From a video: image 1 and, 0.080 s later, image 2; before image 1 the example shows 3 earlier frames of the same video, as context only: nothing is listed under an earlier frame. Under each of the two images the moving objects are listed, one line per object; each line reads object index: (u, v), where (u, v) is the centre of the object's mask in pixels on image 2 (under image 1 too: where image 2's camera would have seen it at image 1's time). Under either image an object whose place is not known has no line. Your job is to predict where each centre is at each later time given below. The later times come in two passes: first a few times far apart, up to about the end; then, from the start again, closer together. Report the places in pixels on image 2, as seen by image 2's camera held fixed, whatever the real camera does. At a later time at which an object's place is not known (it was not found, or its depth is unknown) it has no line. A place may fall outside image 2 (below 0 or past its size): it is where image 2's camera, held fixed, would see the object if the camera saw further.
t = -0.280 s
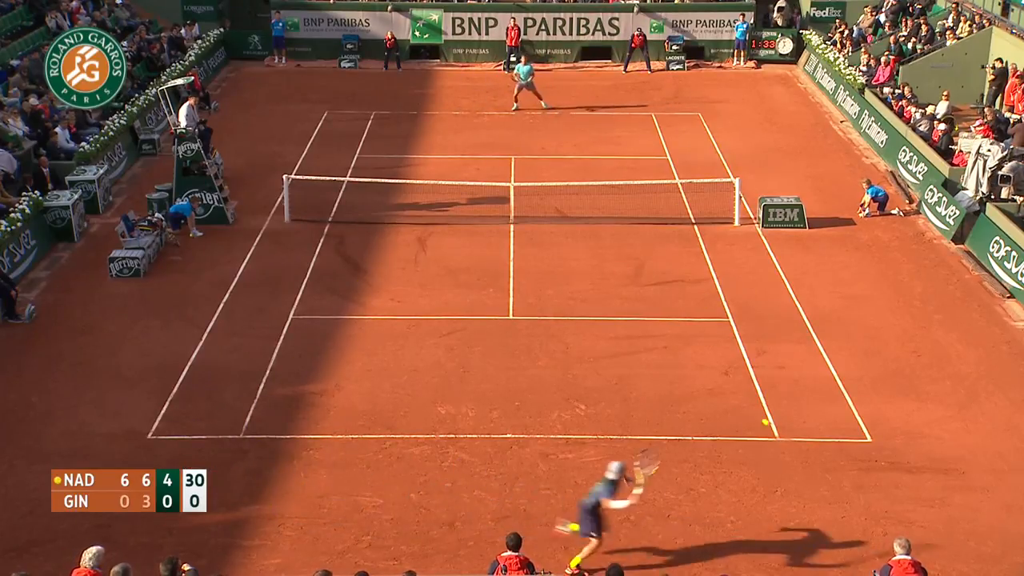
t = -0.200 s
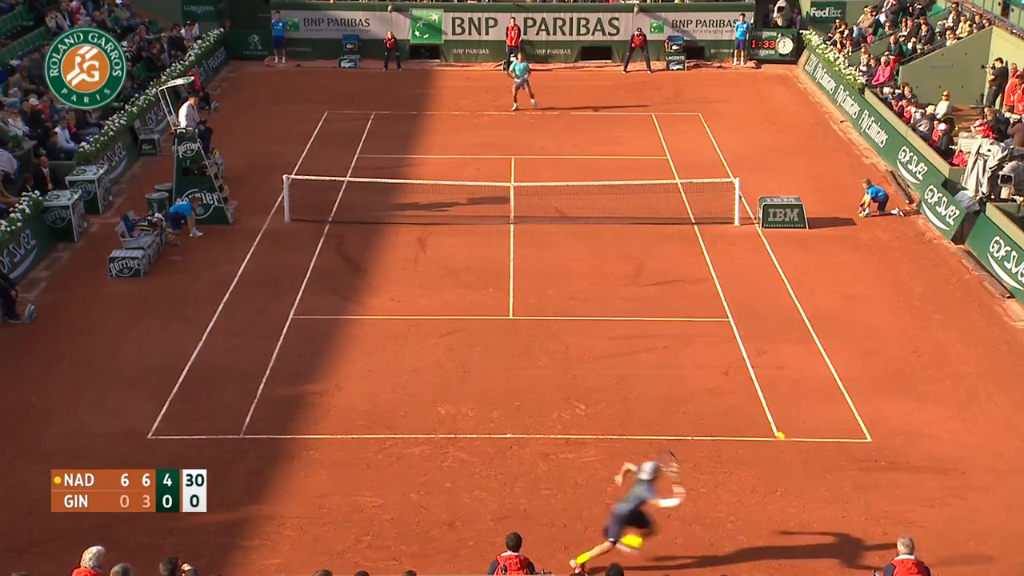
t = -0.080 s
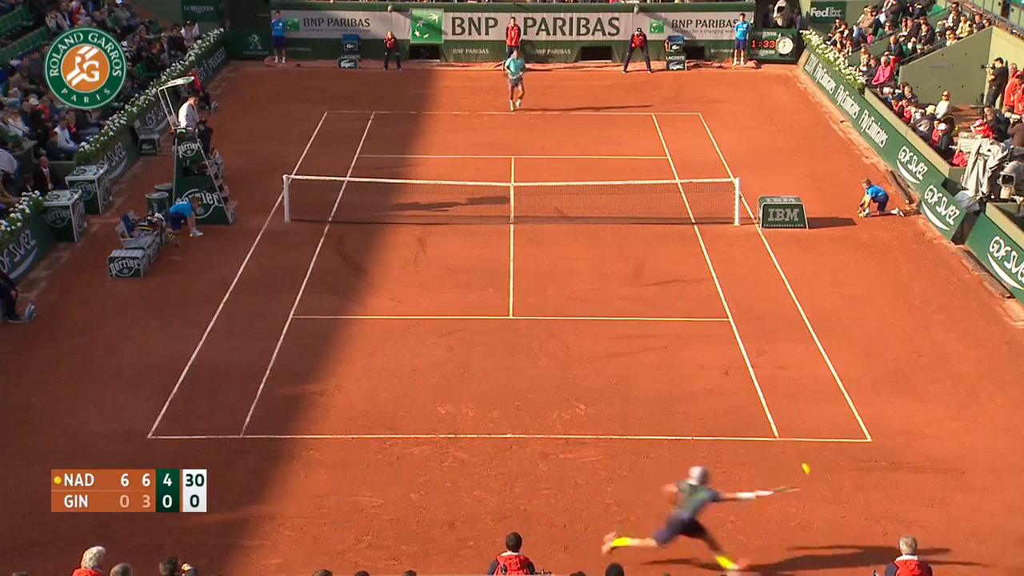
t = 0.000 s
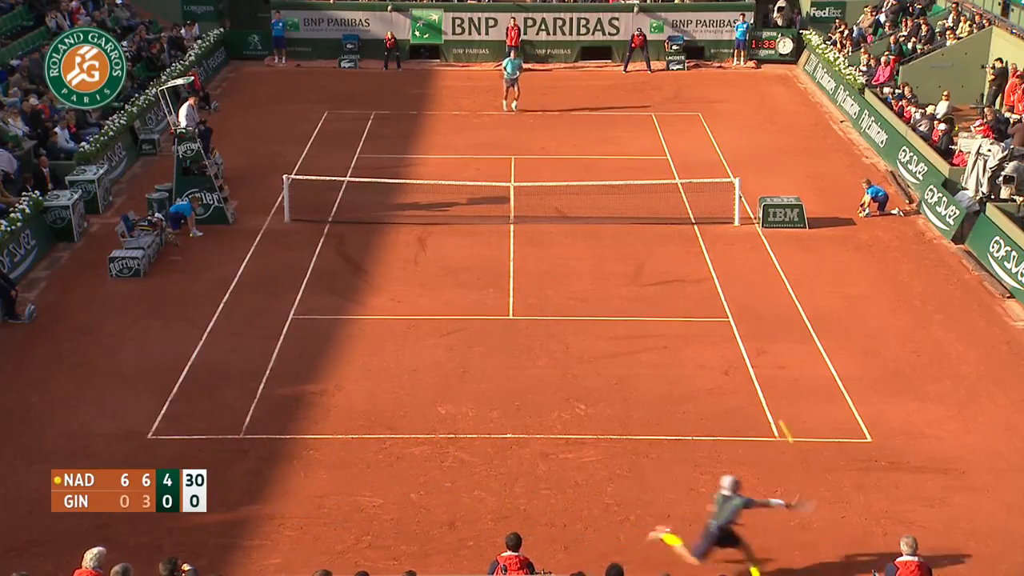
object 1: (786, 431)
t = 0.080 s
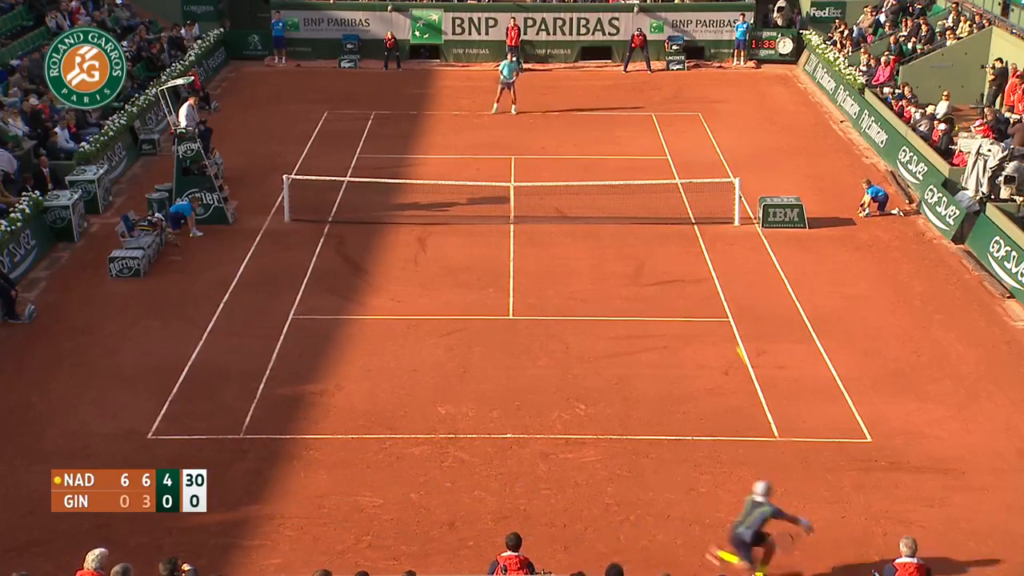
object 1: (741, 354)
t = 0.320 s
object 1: (646, 206)
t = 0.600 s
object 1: (568, 116)
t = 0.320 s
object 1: (646, 206)
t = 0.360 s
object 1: (633, 189)
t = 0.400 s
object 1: (621, 173)
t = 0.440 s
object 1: (609, 159)
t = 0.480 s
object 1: (598, 147)
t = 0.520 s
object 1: (588, 135)
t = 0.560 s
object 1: (578, 125)
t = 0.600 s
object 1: (568, 116)
